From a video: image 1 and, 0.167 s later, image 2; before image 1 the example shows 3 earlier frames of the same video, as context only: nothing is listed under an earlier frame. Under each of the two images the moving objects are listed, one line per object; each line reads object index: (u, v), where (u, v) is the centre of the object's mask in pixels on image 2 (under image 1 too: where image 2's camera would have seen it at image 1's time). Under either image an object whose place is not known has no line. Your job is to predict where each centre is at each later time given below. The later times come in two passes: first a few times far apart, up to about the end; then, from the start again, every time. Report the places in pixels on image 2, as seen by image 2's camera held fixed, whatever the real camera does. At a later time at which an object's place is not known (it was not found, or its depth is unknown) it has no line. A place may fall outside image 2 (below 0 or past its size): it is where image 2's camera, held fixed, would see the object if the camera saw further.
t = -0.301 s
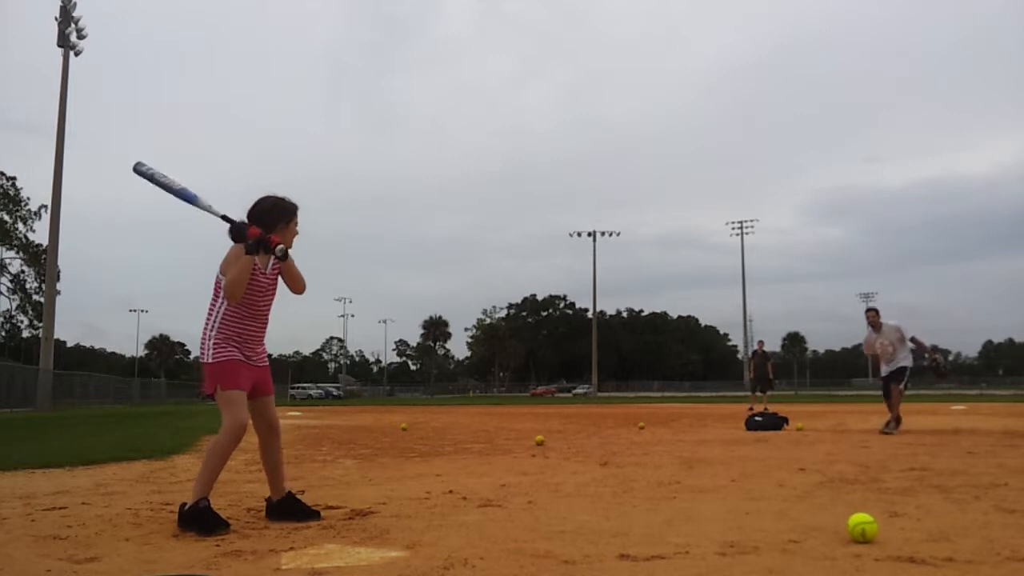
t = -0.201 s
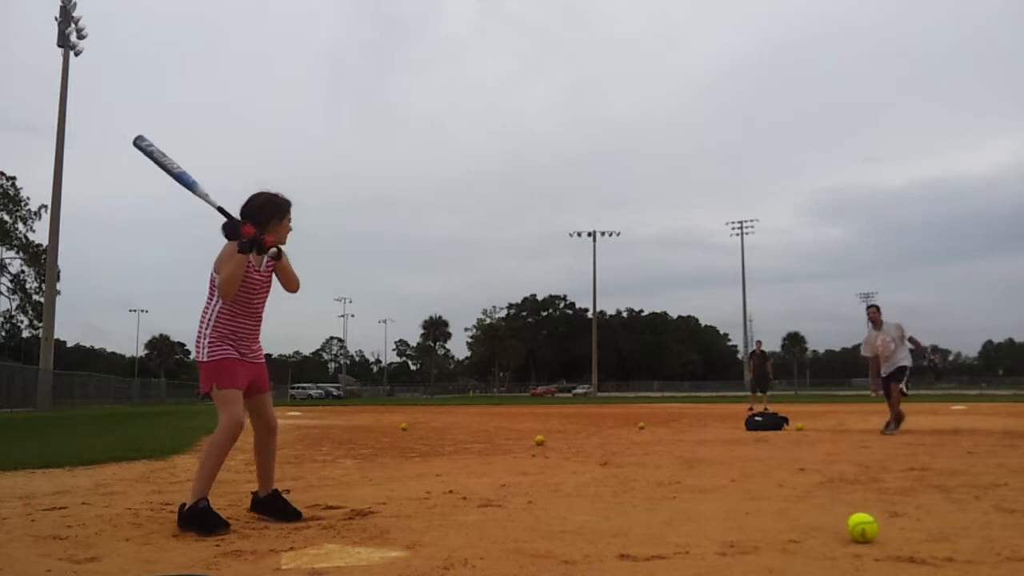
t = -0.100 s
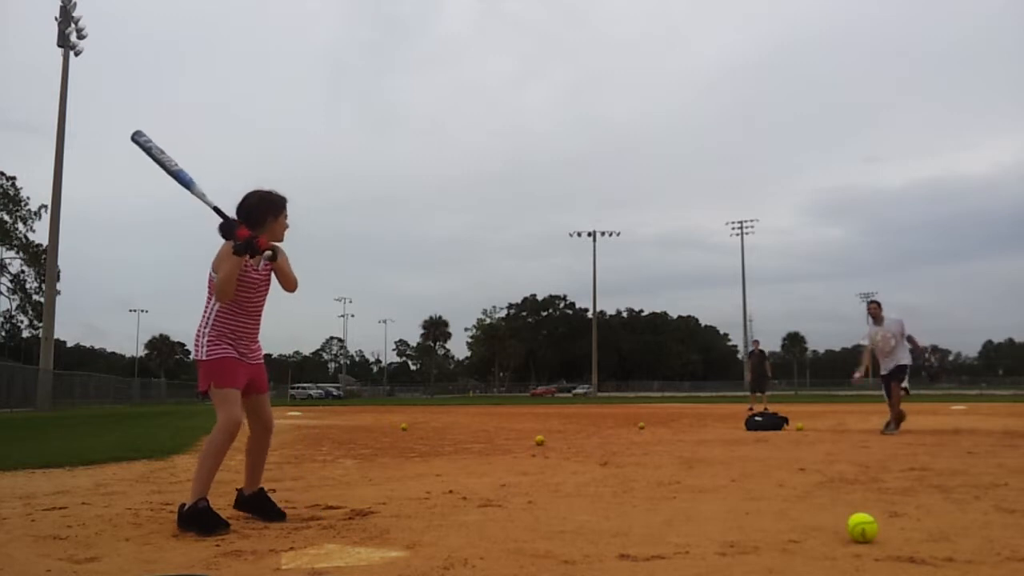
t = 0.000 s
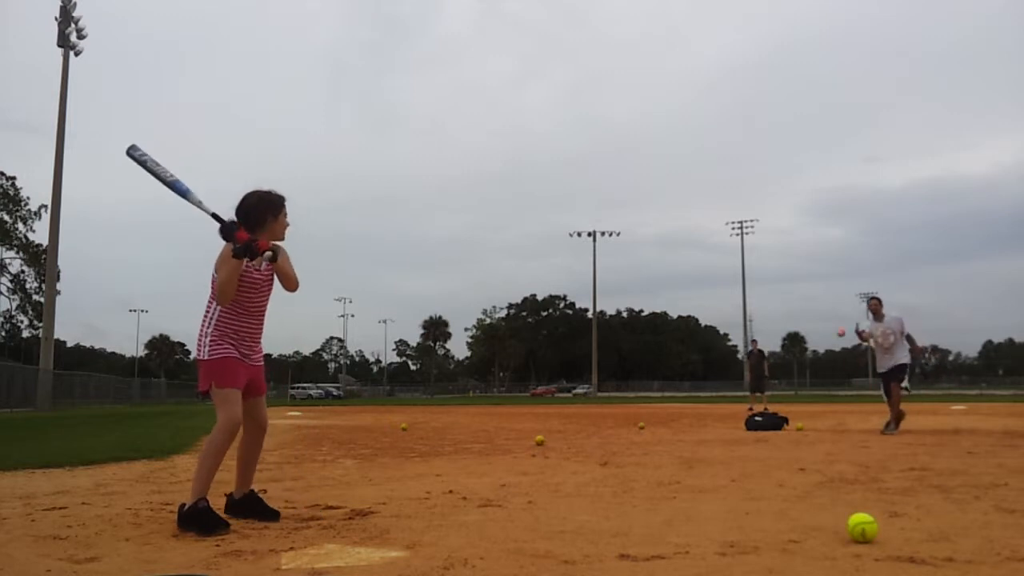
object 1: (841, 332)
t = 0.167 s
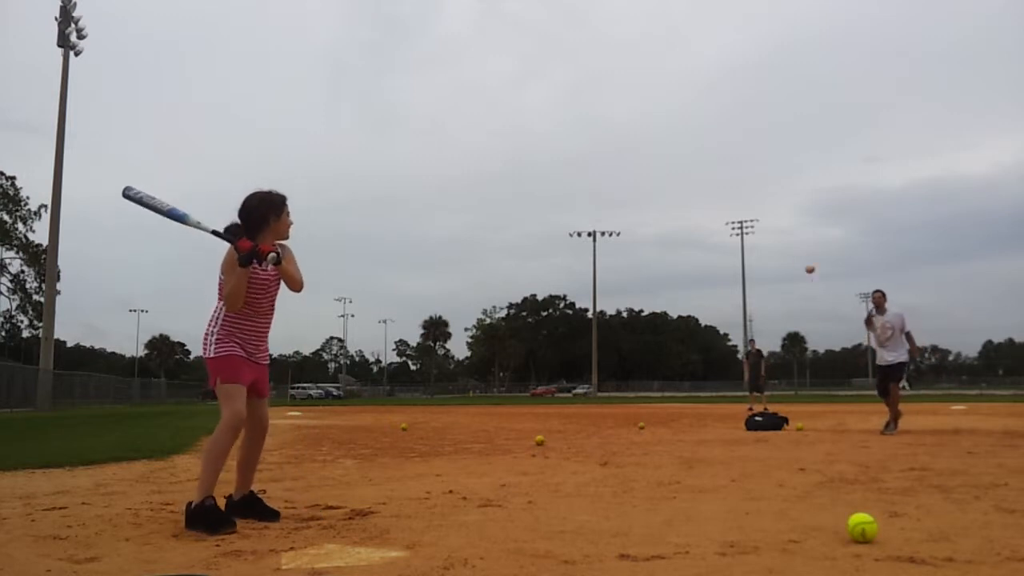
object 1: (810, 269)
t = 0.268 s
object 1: (788, 236)
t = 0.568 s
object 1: (702, 177)
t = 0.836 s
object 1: (566, 218)
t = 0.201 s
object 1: (803, 257)
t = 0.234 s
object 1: (795, 247)
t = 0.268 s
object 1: (788, 236)
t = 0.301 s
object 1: (780, 226)
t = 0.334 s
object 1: (772, 217)
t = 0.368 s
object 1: (763, 209)
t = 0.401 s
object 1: (754, 201)
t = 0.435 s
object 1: (745, 194)
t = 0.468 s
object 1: (735, 189)
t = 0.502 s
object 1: (724, 183)
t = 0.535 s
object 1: (713, 179)
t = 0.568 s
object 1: (702, 177)
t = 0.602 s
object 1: (689, 175)
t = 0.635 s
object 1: (675, 175)
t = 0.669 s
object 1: (661, 177)
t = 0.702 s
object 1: (645, 180)
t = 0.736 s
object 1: (628, 186)
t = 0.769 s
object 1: (609, 194)
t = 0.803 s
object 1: (589, 204)
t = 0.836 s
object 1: (566, 218)
